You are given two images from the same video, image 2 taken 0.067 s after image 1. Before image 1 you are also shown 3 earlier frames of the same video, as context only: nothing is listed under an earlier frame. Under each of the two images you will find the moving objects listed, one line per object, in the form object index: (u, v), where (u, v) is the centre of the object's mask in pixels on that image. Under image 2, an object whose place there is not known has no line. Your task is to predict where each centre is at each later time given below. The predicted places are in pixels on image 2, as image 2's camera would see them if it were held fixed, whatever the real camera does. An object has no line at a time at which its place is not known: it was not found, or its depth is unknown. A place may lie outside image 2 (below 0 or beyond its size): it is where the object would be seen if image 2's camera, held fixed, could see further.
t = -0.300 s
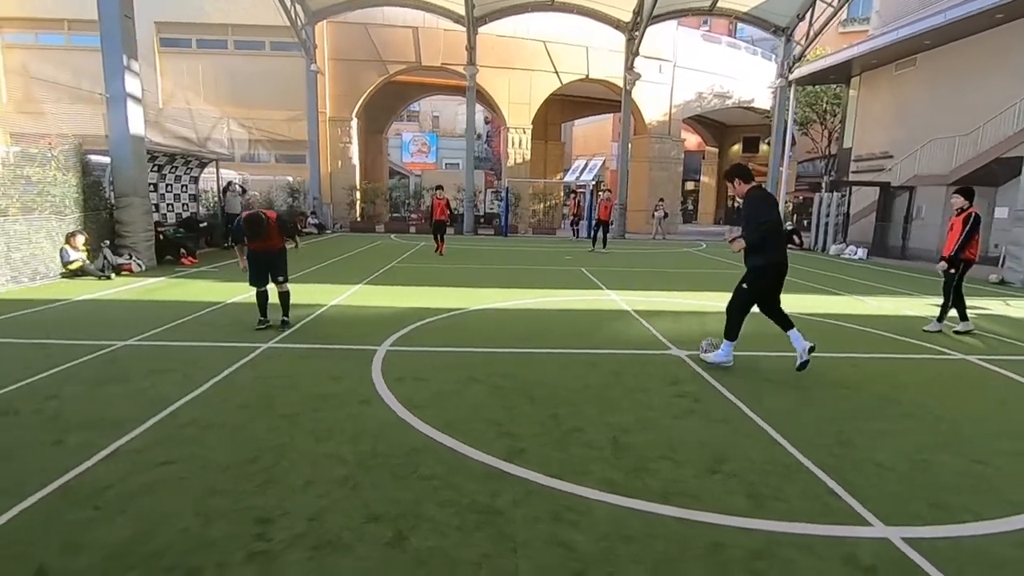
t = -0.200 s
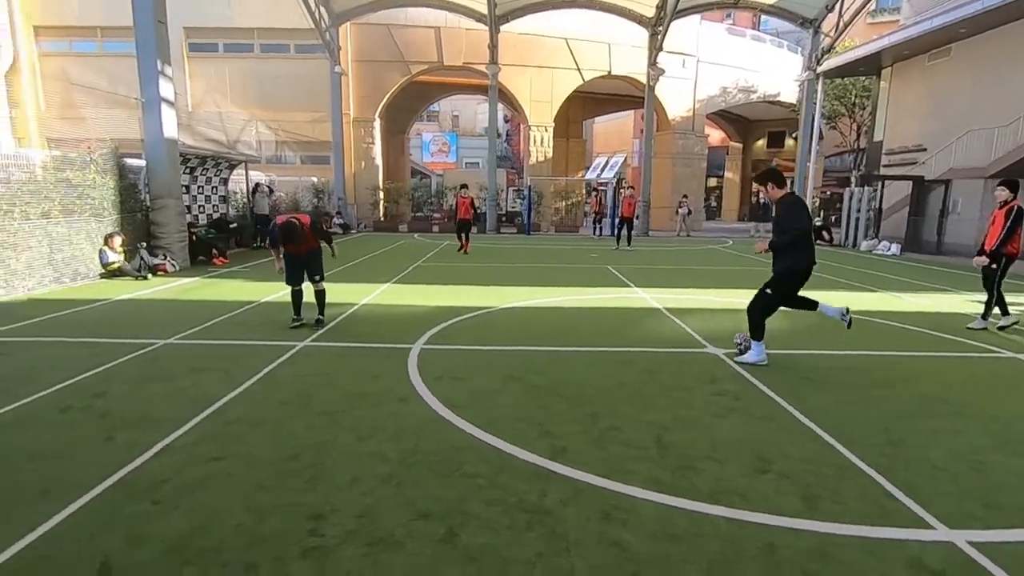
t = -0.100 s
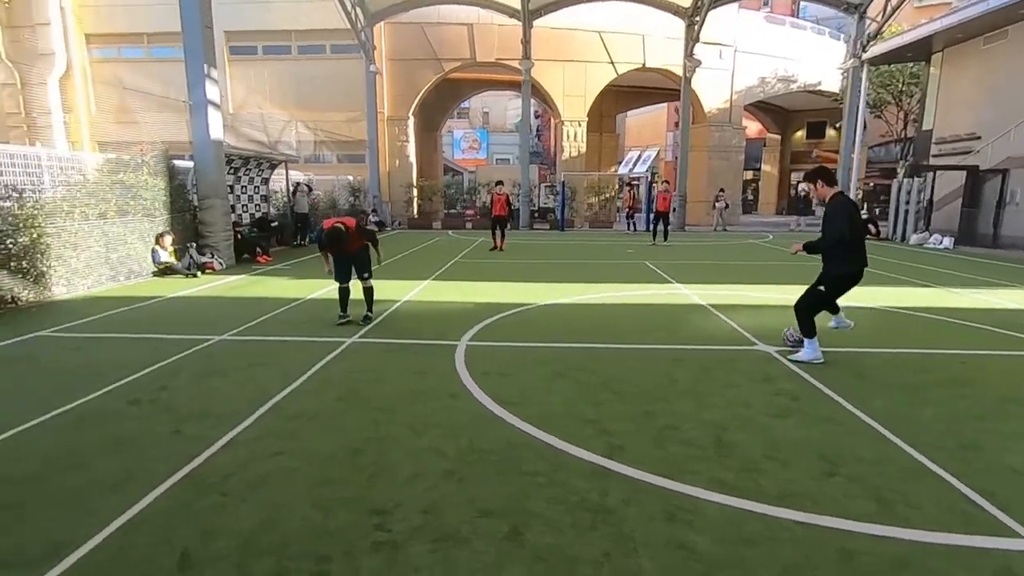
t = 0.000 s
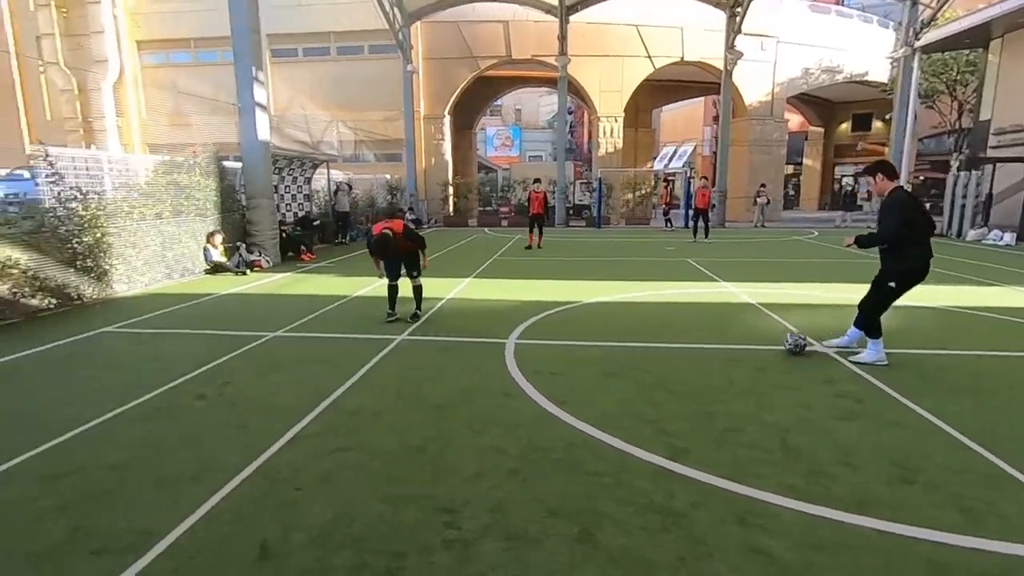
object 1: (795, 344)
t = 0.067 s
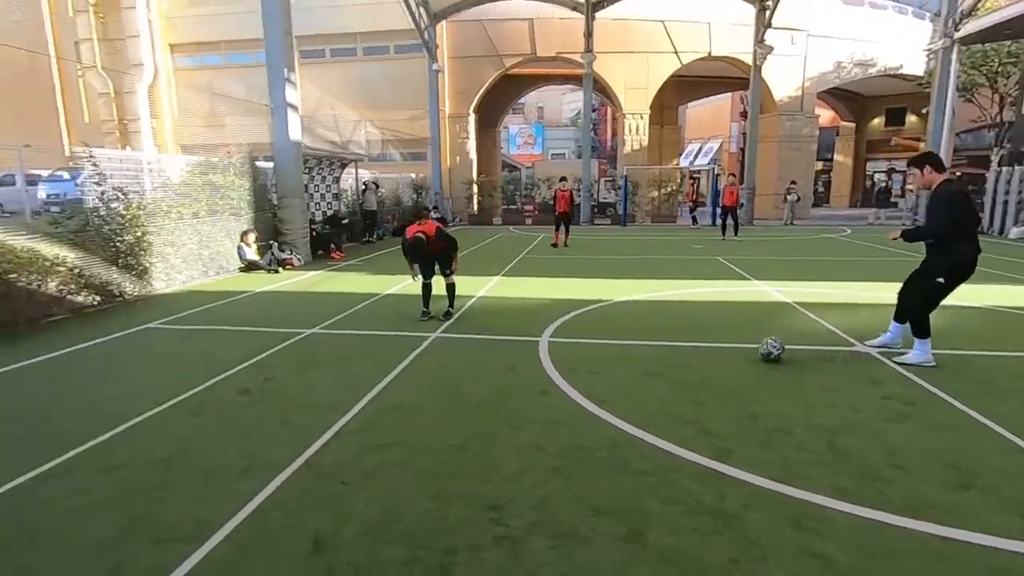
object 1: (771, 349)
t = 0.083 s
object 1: (755, 351)
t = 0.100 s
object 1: (739, 354)
